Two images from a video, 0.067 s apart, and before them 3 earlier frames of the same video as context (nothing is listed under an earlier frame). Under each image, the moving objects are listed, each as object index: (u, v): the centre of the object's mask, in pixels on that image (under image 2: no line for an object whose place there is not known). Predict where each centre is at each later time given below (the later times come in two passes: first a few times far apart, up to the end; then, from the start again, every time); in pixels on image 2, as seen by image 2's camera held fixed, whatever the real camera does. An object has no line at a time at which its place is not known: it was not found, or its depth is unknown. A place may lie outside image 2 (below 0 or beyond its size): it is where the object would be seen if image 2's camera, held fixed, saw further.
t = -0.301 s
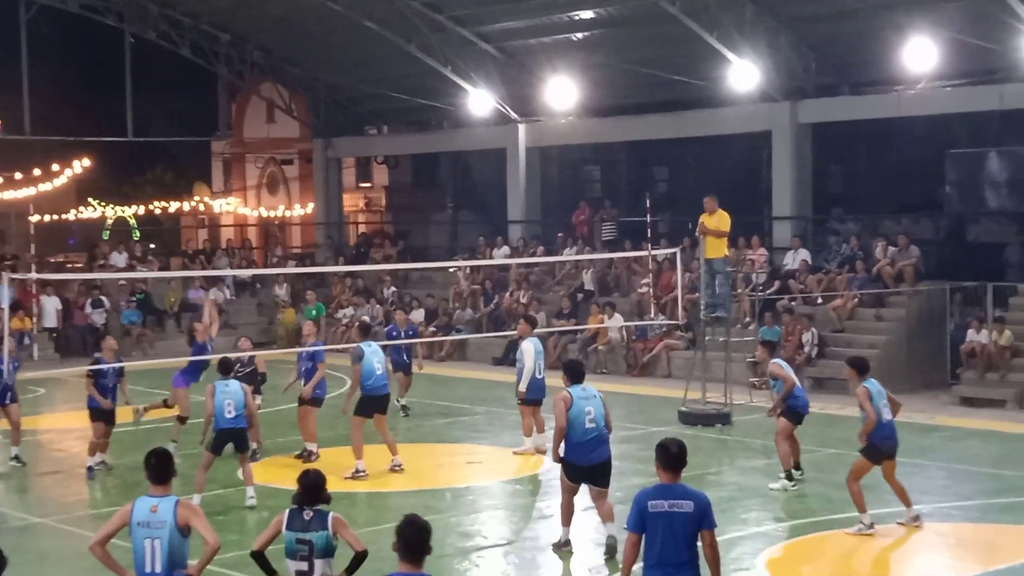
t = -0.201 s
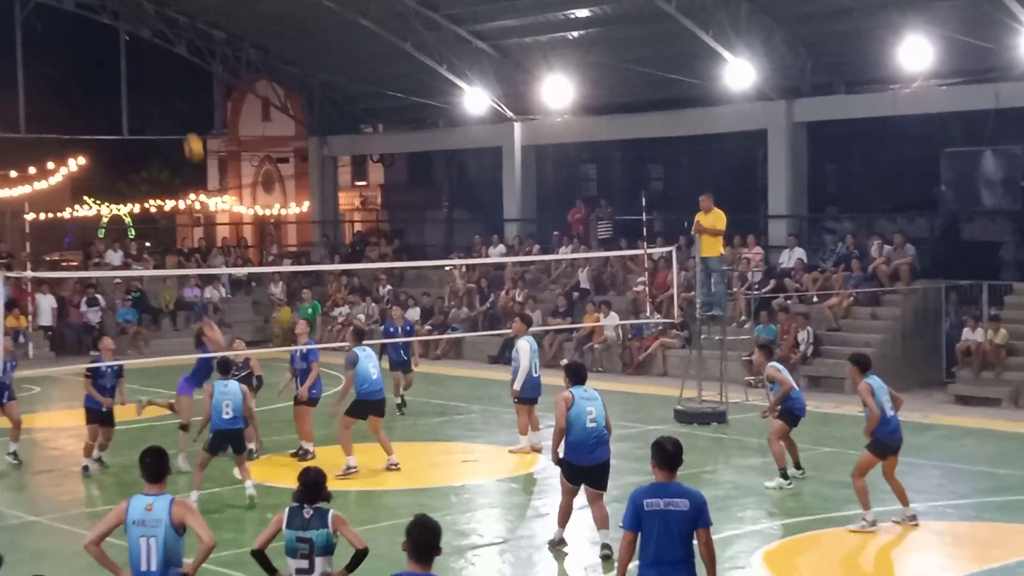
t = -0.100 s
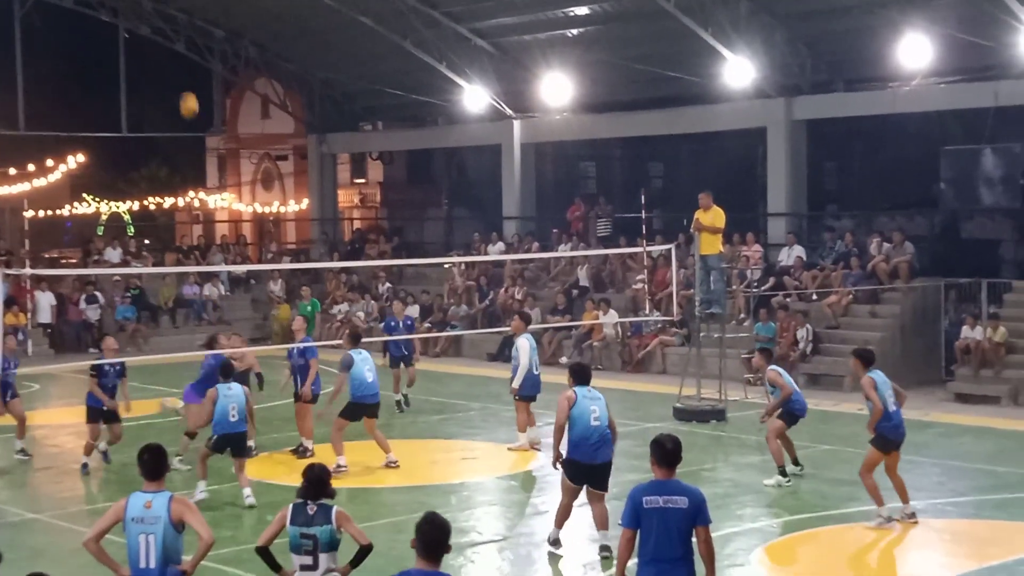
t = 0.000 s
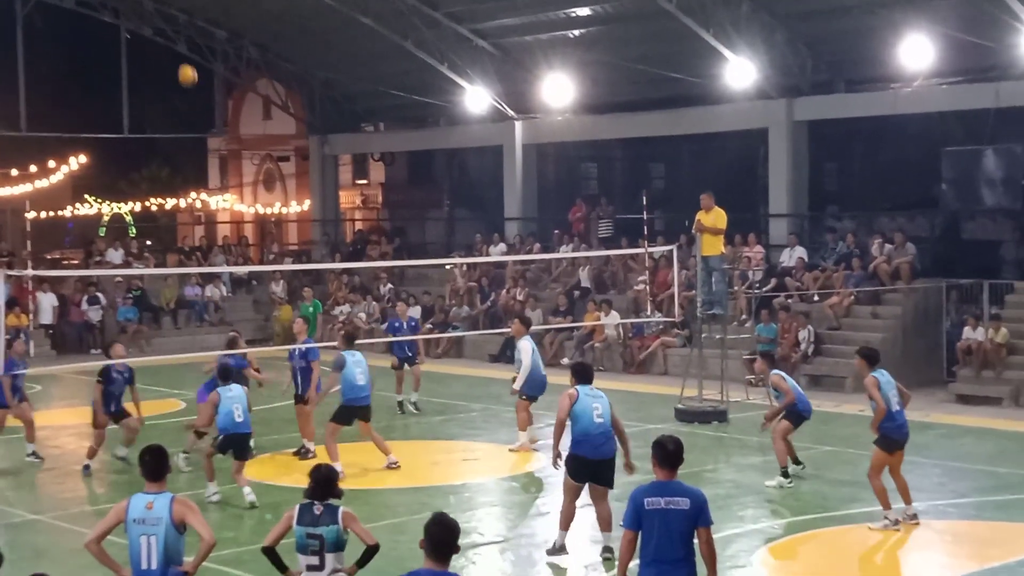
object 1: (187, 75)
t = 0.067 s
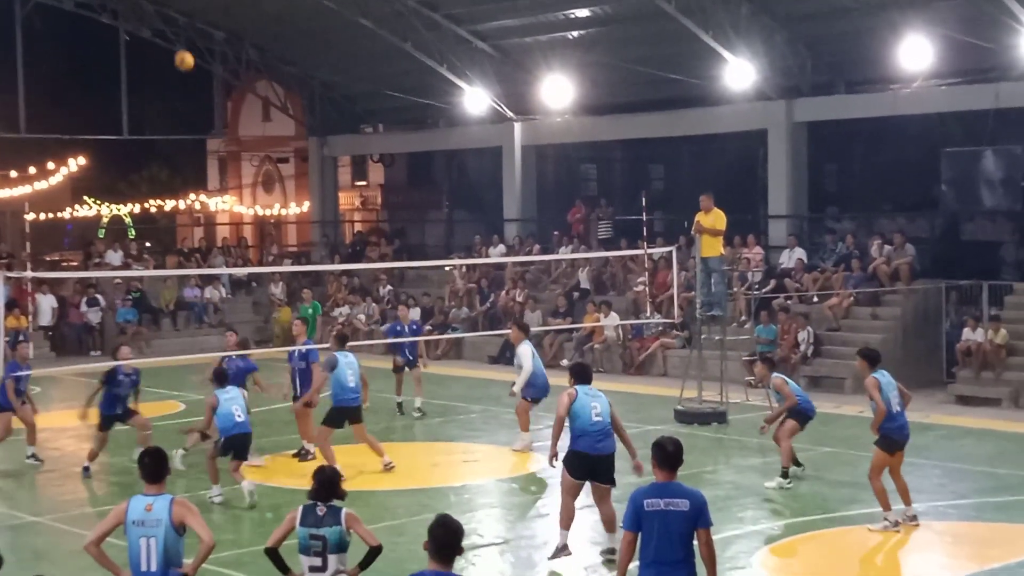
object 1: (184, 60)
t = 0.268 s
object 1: (178, 34)
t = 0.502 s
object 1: (174, 44)
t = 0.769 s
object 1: (170, 112)
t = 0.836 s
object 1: (169, 138)
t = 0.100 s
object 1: (183, 53)
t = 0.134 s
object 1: (182, 48)
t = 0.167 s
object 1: (181, 43)
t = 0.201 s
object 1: (180, 39)
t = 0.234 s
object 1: (179, 36)
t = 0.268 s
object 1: (178, 34)
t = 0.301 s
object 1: (177, 32)
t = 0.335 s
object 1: (177, 32)
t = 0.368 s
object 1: (176, 33)
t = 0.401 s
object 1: (175, 34)
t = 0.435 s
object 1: (174, 36)
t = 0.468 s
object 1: (174, 40)
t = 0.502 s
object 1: (174, 44)
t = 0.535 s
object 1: (173, 49)
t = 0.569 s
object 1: (172, 56)
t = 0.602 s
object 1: (172, 63)
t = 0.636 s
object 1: (171, 70)
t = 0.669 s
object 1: (171, 79)
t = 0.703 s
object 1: (171, 90)
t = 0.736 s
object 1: (170, 101)
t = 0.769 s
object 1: (170, 112)
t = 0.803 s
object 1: (169, 124)
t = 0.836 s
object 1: (169, 138)
